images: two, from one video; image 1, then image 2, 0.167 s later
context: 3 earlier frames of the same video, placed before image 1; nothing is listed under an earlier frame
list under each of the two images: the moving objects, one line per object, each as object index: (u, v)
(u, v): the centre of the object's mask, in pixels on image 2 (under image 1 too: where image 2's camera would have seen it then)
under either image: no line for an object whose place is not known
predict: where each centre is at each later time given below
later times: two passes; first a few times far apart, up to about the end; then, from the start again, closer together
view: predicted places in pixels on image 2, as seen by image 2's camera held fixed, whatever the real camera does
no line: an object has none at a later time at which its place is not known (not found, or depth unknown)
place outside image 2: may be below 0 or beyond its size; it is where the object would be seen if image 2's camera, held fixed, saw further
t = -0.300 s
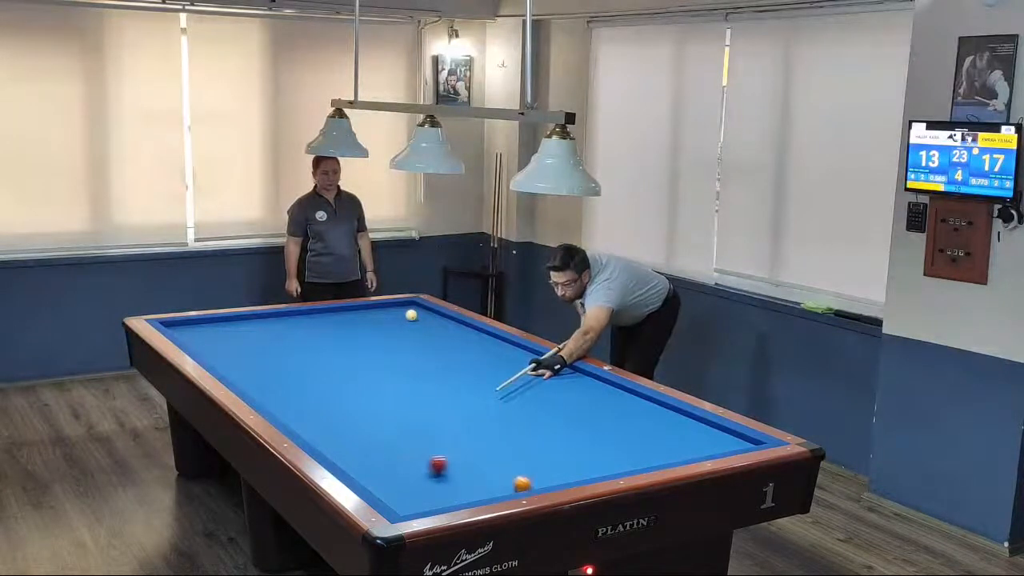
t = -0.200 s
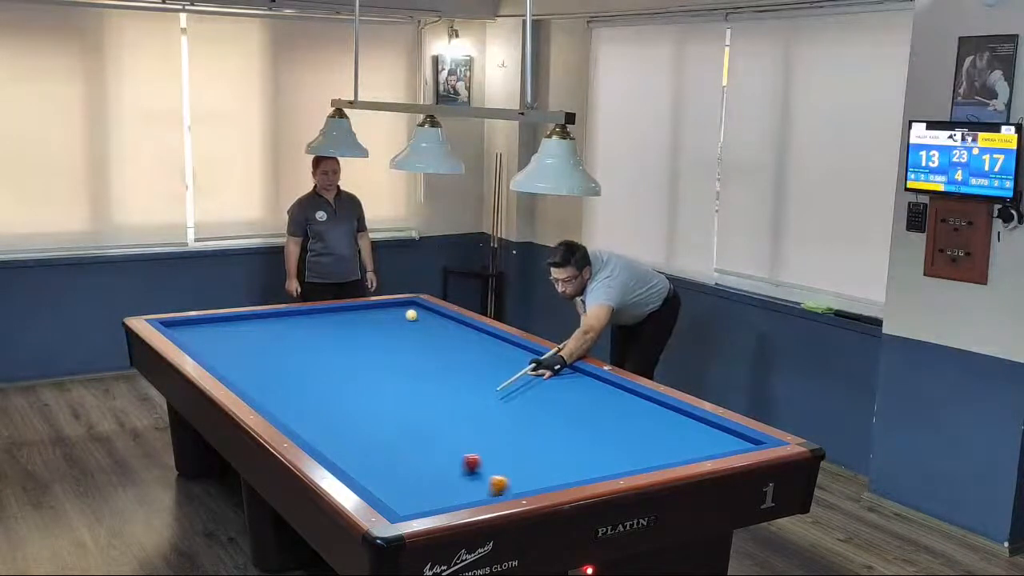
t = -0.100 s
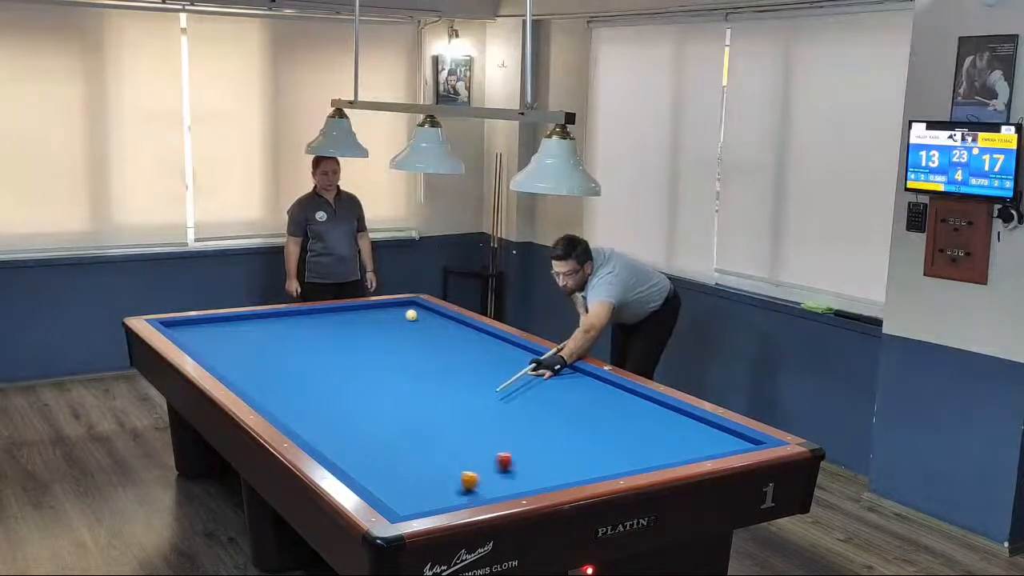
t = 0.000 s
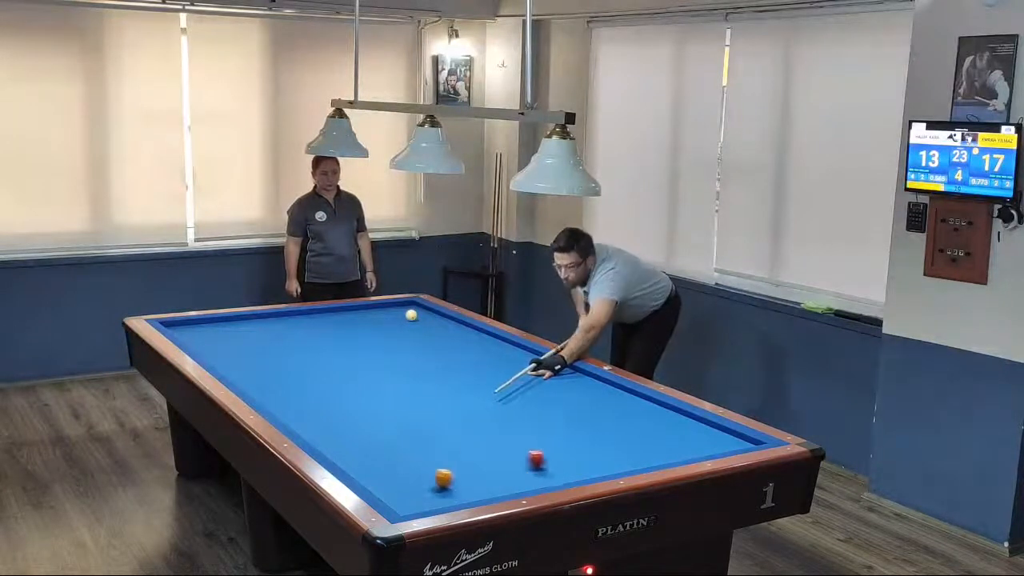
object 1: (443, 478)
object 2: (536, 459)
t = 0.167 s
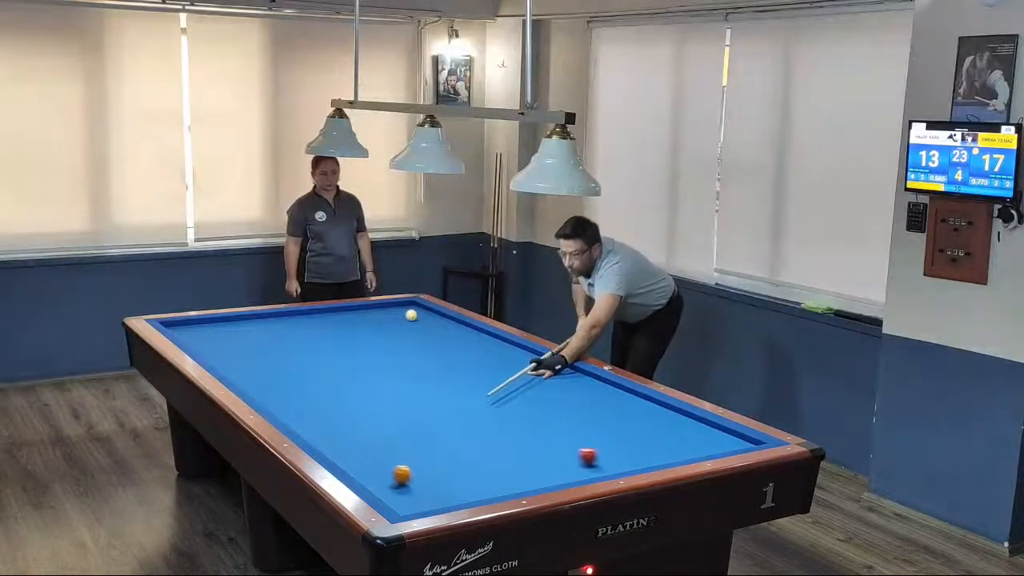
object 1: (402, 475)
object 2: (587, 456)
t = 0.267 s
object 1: (378, 473)
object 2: (618, 454)
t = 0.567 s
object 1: (354, 455)
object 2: (705, 448)
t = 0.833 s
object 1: (353, 437)
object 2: (743, 441)
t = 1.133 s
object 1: (352, 419)
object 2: (694, 443)
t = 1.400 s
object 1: (351, 405)
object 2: (651, 442)
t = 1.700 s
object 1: (350, 390)
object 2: (606, 442)
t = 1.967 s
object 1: (349, 378)
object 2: (565, 441)
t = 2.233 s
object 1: (349, 368)
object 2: (526, 440)
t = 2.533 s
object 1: (349, 357)
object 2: (483, 439)
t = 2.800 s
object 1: (348, 348)
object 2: (446, 439)
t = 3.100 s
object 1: (347, 339)
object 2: (405, 438)
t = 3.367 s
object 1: (346, 332)
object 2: (369, 437)
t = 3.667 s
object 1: (345, 324)
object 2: (330, 436)
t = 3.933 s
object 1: (345, 318)
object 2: (313, 434)
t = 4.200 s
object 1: (344, 312)
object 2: (322, 429)
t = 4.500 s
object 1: (352, 308)
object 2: (333, 424)
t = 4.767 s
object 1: (371, 309)
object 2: (342, 419)
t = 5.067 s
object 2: (350, 416)
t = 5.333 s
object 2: (357, 413)
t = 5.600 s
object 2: (364, 409)
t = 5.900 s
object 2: (371, 406)
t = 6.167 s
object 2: (377, 403)
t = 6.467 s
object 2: (382, 400)
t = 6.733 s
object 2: (386, 398)
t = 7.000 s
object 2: (389, 397)
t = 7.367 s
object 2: (395, 394)
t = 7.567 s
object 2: (396, 393)
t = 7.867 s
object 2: (399, 391)
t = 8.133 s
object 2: (401, 390)
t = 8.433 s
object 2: (403, 390)
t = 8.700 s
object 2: (404, 389)
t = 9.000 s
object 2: (405, 389)
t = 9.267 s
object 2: (406, 389)
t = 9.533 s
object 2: (406, 389)
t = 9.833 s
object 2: (406, 388)
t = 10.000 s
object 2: (406, 389)
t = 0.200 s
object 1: (394, 474)
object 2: (597, 456)
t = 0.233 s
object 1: (386, 473)
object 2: (607, 455)
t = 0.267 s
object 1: (378, 473)
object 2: (618, 454)
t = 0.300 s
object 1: (370, 472)
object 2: (628, 453)
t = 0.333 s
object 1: (363, 471)
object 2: (638, 453)
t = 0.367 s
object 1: (355, 470)
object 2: (648, 452)
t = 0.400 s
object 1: (353, 469)
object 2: (657, 452)
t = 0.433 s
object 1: (353, 465)
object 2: (667, 452)
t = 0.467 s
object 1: (354, 463)
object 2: (677, 451)
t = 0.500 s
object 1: (354, 460)
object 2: (686, 450)
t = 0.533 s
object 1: (354, 458)
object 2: (696, 449)
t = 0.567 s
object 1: (354, 455)
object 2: (705, 448)
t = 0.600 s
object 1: (354, 453)
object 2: (715, 447)
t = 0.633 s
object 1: (354, 451)
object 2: (724, 447)
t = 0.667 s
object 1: (353, 448)
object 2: (734, 444)
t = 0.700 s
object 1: (353, 446)
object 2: (742, 443)
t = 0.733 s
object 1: (353, 444)
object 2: (747, 442)
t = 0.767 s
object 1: (354, 442)
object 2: (752, 441)
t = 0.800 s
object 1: (353, 439)
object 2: (751, 440)
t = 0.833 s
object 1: (353, 437)
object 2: (743, 441)
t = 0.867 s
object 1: (353, 435)
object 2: (736, 441)
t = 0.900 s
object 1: (353, 433)
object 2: (730, 441)
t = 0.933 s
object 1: (353, 431)
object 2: (724, 442)
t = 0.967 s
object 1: (353, 429)
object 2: (720, 443)
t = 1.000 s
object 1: (352, 427)
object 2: (715, 443)
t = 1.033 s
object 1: (352, 425)
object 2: (710, 443)
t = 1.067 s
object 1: (352, 423)
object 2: (704, 443)
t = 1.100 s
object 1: (352, 421)
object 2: (699, 443)
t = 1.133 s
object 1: (352, 419)
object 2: (694, 443)
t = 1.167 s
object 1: (352, 417)
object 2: (689, 443)
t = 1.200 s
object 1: (352, 415)
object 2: (683, 443)
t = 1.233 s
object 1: (352, 413)
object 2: (678, 443)
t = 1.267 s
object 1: (351, 412)
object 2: (673, 443)
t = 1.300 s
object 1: (351, 410)
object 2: (667, 443)
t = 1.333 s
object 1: (351, 408)
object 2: (662, 443)
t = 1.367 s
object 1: (351, 406)
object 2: (657, 442)
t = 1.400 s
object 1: (351, 405)
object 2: (651, 442)
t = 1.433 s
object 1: (351, 403)
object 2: (646, 442)
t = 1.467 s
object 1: (351, 401)
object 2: (641, 442)
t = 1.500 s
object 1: (351, 400)
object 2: (636, 442)
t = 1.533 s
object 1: (351, 398)
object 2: (631, 442)
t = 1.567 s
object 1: (350, 396)
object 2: (626, 442)
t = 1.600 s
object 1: (350, 395)
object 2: (621, 442)
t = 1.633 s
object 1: (350, 393)
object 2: (615, 442)
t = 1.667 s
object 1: (350, 392)
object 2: (610, 442)
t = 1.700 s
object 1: (350, 390)
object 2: (606, 442)
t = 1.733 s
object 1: (350, 389)
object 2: (600, 442)
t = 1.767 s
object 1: (350, 387)
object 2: (595, 441)
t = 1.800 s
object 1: (350, 386)
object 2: (590, 441)
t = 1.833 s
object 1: (350, 384)
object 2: (585, 441)
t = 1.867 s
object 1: (350, 383)
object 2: (580, 441)
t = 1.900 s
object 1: (350, 381)
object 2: (575, 441)
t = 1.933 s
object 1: (350, 380)
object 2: (571, 441)
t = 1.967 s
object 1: (349, 378)
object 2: (565, 441)
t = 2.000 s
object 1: (349, 377)
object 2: (560, 441)
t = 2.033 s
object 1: (350, 376)
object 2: (555, 441)
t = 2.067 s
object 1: (349, 374)
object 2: (551, 440)
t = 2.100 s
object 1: (350, 373)
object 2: (546, 440)
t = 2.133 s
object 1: (349, 372)
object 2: (541, 440)
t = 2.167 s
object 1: (349, 370)
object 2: (536, 440)
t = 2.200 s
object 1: (349, 369)
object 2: (531, 440)
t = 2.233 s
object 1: (349, 368)
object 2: (526, 440)
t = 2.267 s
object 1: (349, 367)
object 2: (522, 440)
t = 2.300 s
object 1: (349, 366)
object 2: (517, 440)
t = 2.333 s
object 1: (349, 365)
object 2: (512, 440)
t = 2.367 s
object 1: (349, 363)
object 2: (507, 439)
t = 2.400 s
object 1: (349, 362)
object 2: (502, 440)
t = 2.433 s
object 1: (349, 361)
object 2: (498, 440)
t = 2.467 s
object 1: (349, 360)
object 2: (493, 439)
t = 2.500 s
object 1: (349, 358)
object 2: (488, 439)
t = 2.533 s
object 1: (349, 357)
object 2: (483, 439)
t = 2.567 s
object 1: (348, 356)
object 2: (479, 439)
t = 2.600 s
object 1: (348, 355)
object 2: (474, 439)
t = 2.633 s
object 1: (348, 354)
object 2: (469, 439)
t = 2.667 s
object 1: (348, 353)
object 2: (464, 439)
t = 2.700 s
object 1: (348, 352)
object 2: (460, 439)
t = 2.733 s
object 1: (348, 350)
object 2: (455, 439)
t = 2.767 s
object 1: (348, 349)
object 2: (451, 438)
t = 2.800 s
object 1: (348, 348)
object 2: (446, 439)
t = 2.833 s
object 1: (348, 347)
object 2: (441, 438)
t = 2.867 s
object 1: (348, 346)
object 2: (437, 438)
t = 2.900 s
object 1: (348, 345)
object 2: (432, 438)
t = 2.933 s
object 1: (347, 344)
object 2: (428, 438)
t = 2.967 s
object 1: (347, 343)
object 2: (423, 438)
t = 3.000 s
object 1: (347, 342)
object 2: (419, 438)
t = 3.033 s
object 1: (347, 341)
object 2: (414, 438)
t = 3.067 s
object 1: (347, 340)
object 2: (409, 438)
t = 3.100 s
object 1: (347, 339)
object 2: (405, 438)
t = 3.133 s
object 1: (347, 338)
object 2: (400, 438)
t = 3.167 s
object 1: (347, 337)
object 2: (396, 438)
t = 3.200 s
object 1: (347, 337)
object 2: (391, 438)
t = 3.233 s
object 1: (346, 334)
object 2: (387, 438)
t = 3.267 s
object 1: (347, 334)
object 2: (382, 437)
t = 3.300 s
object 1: (346, 333)
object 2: (378, 437)
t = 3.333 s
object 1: (346, 333)
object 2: (374, 437)
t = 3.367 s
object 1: (346, 332)
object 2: (369, 437)
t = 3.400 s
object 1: (346, 331)
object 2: (365, 437)
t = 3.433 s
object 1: (346, 330)
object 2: (360, 437)
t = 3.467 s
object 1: (346, 329)
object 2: (356, 437)
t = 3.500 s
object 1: (346, 329)
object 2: (352, 437)
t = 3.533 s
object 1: (345, 327)
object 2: (347, 437)
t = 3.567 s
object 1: (346, 327)
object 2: (343, 437)
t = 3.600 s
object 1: (345, 326)
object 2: (339, 437)
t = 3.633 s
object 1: (345, 325)
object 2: (334, 436)
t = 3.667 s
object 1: (345, 324)
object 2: (330, 436)
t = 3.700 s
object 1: (346, 323)
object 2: (326, 436)
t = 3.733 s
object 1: (346, 322)
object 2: (321, 436)
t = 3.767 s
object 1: (345, 322)
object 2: (317, 436)
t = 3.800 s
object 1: (345, 321)
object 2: (314, 436)
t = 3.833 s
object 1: (345, 321)
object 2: (310, 435)
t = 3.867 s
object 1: (345, 321)
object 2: (310, 435)
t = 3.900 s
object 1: (345, 319)
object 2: (312, 435)
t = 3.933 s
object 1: (345, 318)
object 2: (313, 434)
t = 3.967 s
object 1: (345, 317)
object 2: (314, 433)
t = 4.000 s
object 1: (345, 316)
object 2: (315, 433)
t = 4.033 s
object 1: (345, 315)
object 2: (317, 432)
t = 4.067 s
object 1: (345, 315)
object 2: (318, 432)
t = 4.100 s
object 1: (345, 314)
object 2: (319, 431)
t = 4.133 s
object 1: (344, 313)
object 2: (320, 431)
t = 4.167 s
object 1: (344, 313)
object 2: (322, 430)
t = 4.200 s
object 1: (344, 312)
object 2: (322, 429)
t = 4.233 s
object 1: (344, 312)
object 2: (324, 429)
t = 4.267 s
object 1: (344, 310)
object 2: (325, 428)
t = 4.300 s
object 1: (344, 310)
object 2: (326, 427)
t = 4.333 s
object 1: (344, 310)
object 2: (327, 427)
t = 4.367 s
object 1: (344, 309)
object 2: (329, 427)
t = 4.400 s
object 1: (344, 308)
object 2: (330, 426)
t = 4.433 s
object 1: (346, 308)
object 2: (330, 425)
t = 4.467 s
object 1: (349, 308)
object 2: (332, 425)
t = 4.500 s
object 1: (352, 308)
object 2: (333, 424)
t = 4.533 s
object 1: (353, 308)
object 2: (334, 423)
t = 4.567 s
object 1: (357, 309)
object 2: (335, 423)
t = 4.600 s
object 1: (359, 309)
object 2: (336, 423)
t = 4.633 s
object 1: (361, 309)
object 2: (337, 422)
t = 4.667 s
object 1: (364, 309)
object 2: (338, 421)
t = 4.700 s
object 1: (366, 309)
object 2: (339, 421)
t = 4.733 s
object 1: (369, 309)
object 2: (340, 420)
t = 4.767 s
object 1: (371, 309)
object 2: (342, 419)
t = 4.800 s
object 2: (343, 419)
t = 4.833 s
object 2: (344, 419)
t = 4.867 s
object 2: (345, 419)
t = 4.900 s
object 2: (345, 419)
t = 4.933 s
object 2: (346, 418)
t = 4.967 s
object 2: (348, 417)
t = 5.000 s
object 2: (348, 417)
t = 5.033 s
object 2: (349, 416)
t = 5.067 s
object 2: (350, 416)
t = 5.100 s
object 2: (351, 416)
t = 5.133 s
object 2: (352, 415)
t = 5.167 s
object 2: (353, 415)
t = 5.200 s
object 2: (354, 414)
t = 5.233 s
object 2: (355, 414)
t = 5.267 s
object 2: (355, 414)
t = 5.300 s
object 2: (356, 413)
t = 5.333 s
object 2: (357, 413)
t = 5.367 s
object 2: (358, 412)
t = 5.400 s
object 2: (359, 412)
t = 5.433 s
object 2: (360, 411)
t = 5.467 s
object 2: (361, 411)
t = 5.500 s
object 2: (362, 410)
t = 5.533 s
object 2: (362, 410)
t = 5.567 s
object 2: (363, 410)
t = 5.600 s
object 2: (364, 409)
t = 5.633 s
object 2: (365, 409)
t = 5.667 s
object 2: (366, 408)
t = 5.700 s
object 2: (366, 408)
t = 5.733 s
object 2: (367, 408)
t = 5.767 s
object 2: (368, 407)
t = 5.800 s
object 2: (369, 407)
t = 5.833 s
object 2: (369, 407)
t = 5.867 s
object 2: (370, 406)
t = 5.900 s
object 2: (371, 406)
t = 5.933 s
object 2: (371, 405)
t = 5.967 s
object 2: (372, 405)
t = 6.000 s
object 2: (373, 405)
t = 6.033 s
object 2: (373, 404)
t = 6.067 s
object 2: (375, 404)
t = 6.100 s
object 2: (375, 404)
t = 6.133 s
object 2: (376, 403)
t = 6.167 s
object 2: (377, 403)
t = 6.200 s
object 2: (377, 403)
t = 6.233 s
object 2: (378, 403)
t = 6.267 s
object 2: (379, 402)
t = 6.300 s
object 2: (379, 402)
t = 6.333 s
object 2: (380, 401)
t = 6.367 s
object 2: (380, 401)
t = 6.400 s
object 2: (381, 401)
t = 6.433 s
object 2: (381, 400)
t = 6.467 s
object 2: (382, 400)
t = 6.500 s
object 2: (383, 400)
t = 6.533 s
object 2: (383, 400)
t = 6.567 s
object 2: (384, 399)
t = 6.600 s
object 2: (384, 399)
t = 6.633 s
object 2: (385, 399)
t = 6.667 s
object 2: (385, 399)
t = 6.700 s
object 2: (386, 398)
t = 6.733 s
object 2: (386, 398)
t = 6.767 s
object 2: (387, 398)
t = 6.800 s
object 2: (387, 398)
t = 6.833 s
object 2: (388, 398)
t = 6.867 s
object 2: (388, 397)
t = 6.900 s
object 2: (389, 397)
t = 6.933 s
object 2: (389, 397)
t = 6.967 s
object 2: (389, 397)
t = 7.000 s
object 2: (389, 397)
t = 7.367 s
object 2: (395, 394)
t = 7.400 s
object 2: (395, 394)
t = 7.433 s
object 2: (395, 394)
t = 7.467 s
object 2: (396, 393)
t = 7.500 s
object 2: (396, 393)
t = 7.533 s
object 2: (396, 393)
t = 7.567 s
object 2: (396, 393)
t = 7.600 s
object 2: (397, 393)
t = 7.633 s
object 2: (397, 392)
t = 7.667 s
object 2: (397, 392)
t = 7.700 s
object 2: (398, 392)
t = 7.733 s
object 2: (398, 392)
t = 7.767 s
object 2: (398, 392)
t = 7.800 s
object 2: (399, 392)
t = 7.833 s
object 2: (399, 392)
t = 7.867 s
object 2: (399, 391)
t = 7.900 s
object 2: (399, 391)
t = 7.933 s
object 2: (399, 391)
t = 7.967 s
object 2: (400, 391)
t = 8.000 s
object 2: (400, 391)
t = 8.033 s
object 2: (400, 391)
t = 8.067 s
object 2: (400, 391)
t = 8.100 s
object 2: (401, 391)
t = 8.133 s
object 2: (401, 390)
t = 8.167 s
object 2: (401, 390)
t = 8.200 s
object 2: (401, 390)
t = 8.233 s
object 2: (402, 390)
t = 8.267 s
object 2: (402, 390)
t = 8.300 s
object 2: (402, 390)
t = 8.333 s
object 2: (402, 390)
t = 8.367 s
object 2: (402, 390)
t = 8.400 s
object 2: (403, 390)
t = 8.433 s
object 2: (403, 390)
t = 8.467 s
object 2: (403, 389)
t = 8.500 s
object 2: (403, 389)
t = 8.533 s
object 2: (403, 389)
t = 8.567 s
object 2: (403, 389)
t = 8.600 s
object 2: (403, 389)
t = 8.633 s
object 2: (403, 389)
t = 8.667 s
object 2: (404, 389)
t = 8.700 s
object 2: (404, 389)
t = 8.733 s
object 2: (404, 389)
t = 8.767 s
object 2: (404, 389)
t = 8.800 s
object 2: (404, 389)
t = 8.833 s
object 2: (404, 389)
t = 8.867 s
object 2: (405, 389)
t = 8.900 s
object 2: (405, 389)
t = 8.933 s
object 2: (405, 389)
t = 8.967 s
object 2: (405, 389)
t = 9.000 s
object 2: (405, 389)
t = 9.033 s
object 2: (405, 389)
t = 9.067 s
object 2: (405, 389)
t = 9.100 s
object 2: (405, 389)
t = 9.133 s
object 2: (405, 389)
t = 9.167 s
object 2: (405, 389)
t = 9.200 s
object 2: (405, 389)
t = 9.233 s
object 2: (406, 389)
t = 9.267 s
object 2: (406, 389)
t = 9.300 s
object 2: (406, 389)
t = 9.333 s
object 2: (406, 389)
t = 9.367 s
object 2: (406, 389)
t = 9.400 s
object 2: (406, 389)
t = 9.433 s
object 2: (406, 389)
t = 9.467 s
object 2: (406, 389)
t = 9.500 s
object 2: (406, 389)
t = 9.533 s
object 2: (406, 389)
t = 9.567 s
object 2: (406, 389)
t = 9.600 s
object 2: (406, 389)
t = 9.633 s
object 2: (406, 389)
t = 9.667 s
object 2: (406, 388)
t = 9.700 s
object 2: (406, 388)
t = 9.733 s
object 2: (406, 388)
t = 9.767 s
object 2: (406, 388)
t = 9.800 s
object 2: (406, 389)
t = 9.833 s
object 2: (406, 388)
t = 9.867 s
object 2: (406, 389)
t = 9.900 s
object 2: (406, 389)
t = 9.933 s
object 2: (406, 389)
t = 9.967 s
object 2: (406, 389)
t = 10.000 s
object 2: (406, 389)
